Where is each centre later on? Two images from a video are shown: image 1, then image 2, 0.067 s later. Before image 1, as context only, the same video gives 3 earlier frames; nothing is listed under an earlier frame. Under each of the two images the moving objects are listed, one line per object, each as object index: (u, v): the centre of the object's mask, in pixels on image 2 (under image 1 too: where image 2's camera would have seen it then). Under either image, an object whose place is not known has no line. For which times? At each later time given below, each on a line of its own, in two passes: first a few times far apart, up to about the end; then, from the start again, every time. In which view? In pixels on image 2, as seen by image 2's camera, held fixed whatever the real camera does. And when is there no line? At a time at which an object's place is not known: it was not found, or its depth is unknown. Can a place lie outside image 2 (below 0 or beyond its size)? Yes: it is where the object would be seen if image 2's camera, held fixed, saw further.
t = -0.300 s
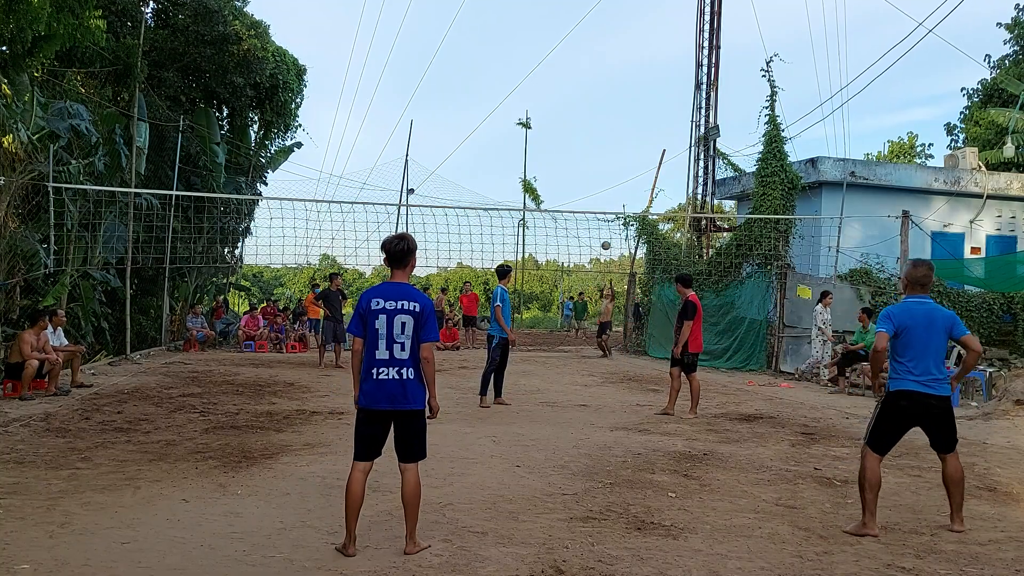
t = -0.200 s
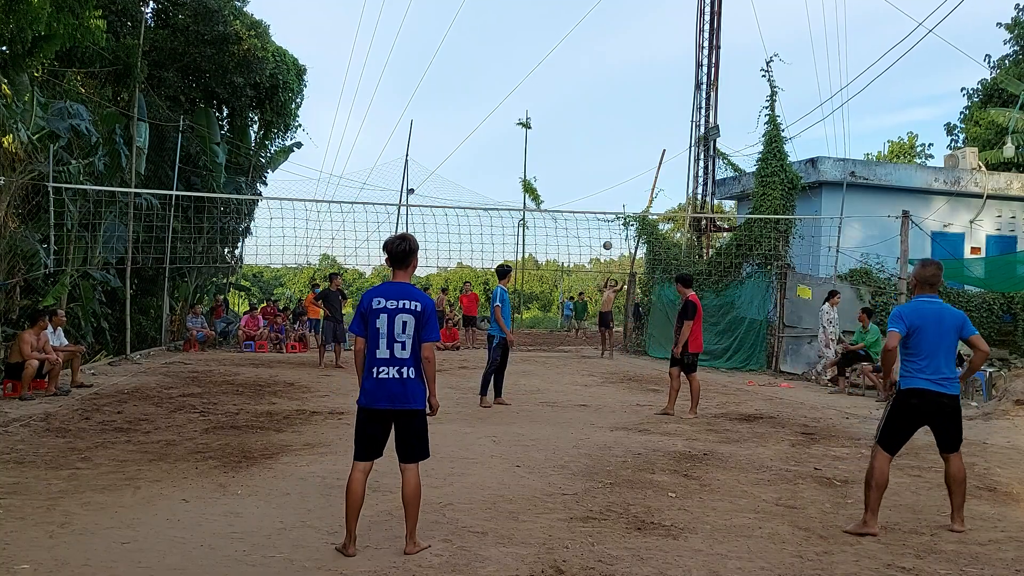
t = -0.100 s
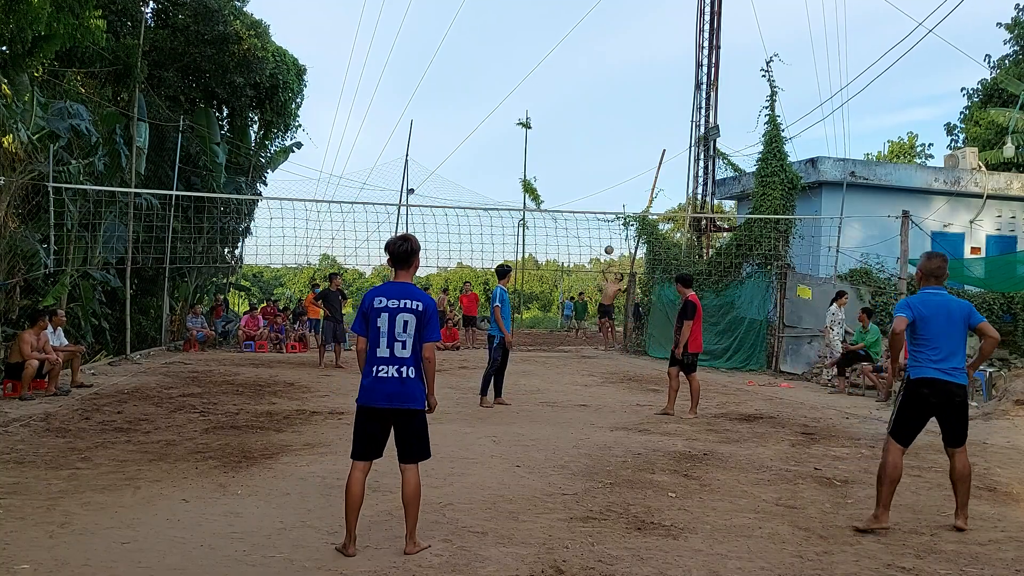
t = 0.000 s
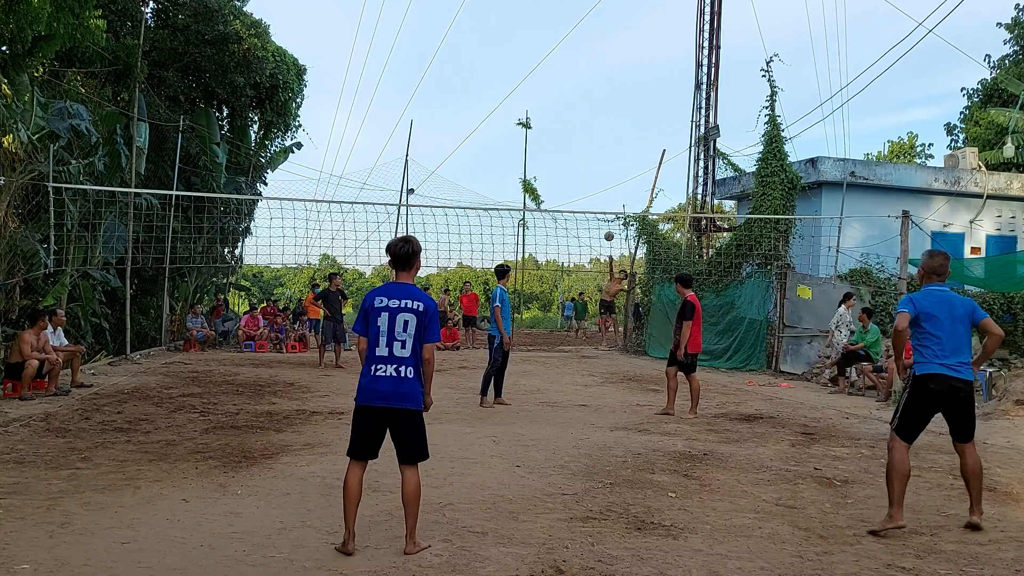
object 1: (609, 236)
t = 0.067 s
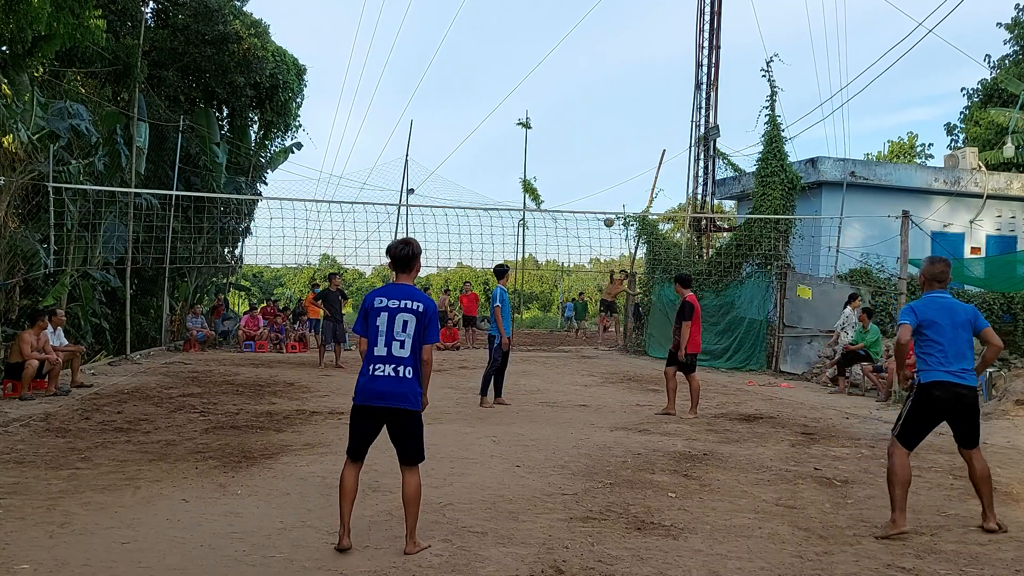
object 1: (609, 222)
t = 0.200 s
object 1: (610, 199)
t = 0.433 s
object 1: (620, 180)
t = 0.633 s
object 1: (642, 200)
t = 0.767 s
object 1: (668, 247)
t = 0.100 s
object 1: (609, 216)
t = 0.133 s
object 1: (609, 209)
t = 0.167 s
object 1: (609, 204)
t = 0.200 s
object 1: (610, 199)
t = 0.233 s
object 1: (611, 194)
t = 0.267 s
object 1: (612, 190)
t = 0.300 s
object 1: (613, 187)
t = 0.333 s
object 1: (614, 184)
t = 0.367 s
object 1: (616, 182)
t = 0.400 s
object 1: (618, 180)
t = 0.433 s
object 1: (620, 180)
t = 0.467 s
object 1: (623, 180)
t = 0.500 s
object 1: (626, 181)
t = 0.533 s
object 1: (630, 184)
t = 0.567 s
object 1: (633, 188)
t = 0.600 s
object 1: (637, 193)
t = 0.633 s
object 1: (642, 200)
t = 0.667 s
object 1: (648, 208)
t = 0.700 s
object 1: (654, 219)
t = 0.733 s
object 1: (661, 231)
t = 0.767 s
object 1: (668, 247)
